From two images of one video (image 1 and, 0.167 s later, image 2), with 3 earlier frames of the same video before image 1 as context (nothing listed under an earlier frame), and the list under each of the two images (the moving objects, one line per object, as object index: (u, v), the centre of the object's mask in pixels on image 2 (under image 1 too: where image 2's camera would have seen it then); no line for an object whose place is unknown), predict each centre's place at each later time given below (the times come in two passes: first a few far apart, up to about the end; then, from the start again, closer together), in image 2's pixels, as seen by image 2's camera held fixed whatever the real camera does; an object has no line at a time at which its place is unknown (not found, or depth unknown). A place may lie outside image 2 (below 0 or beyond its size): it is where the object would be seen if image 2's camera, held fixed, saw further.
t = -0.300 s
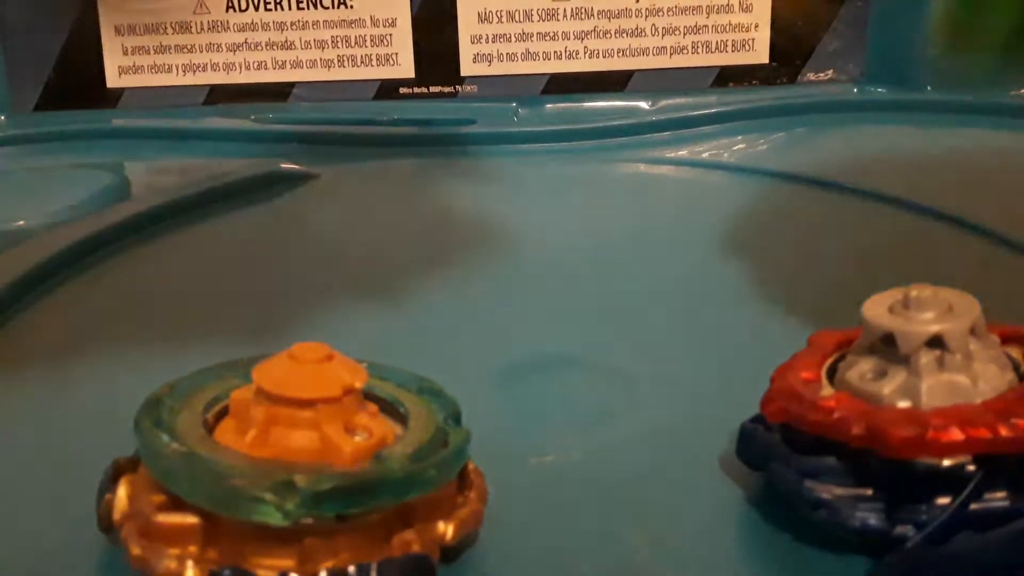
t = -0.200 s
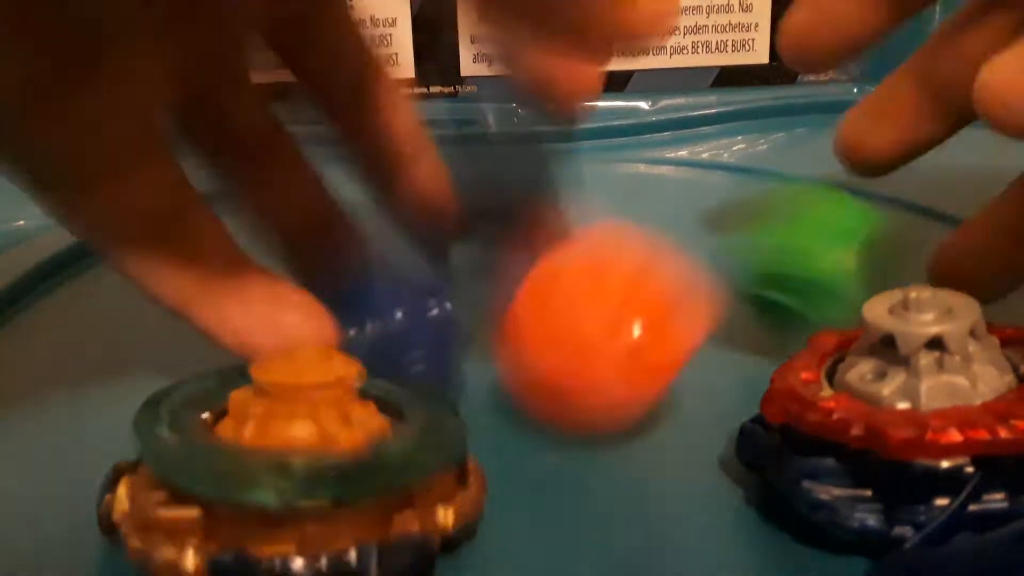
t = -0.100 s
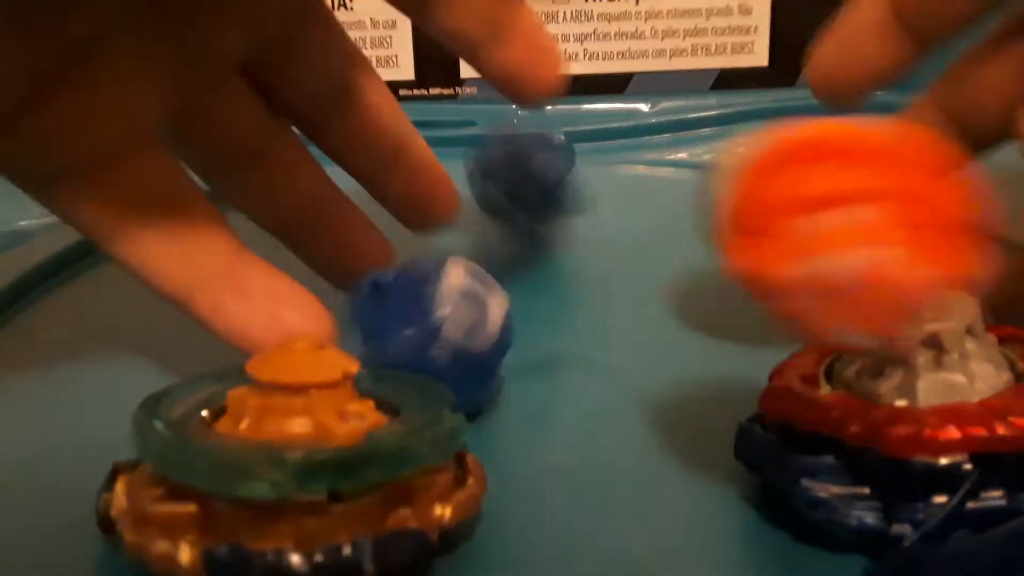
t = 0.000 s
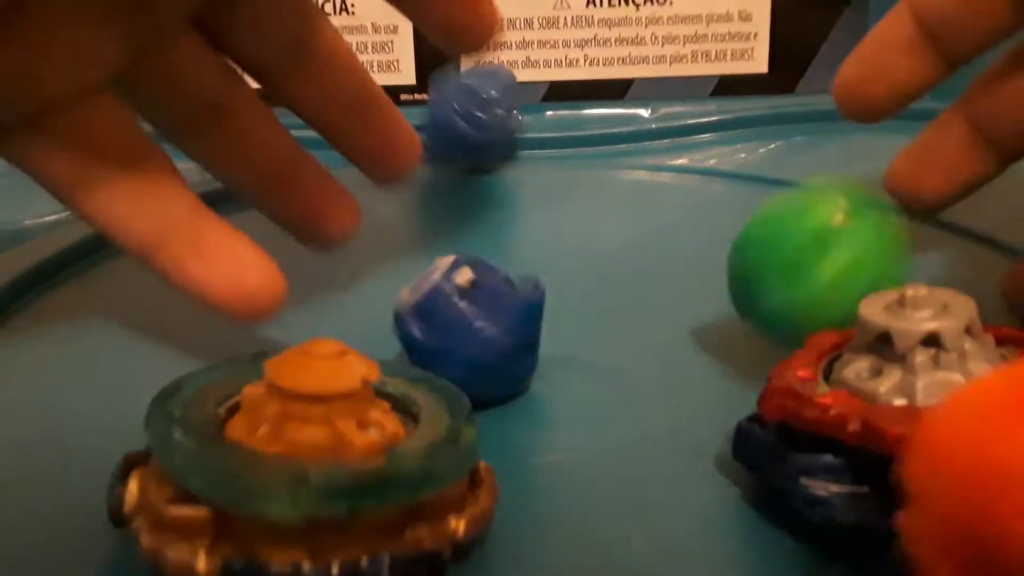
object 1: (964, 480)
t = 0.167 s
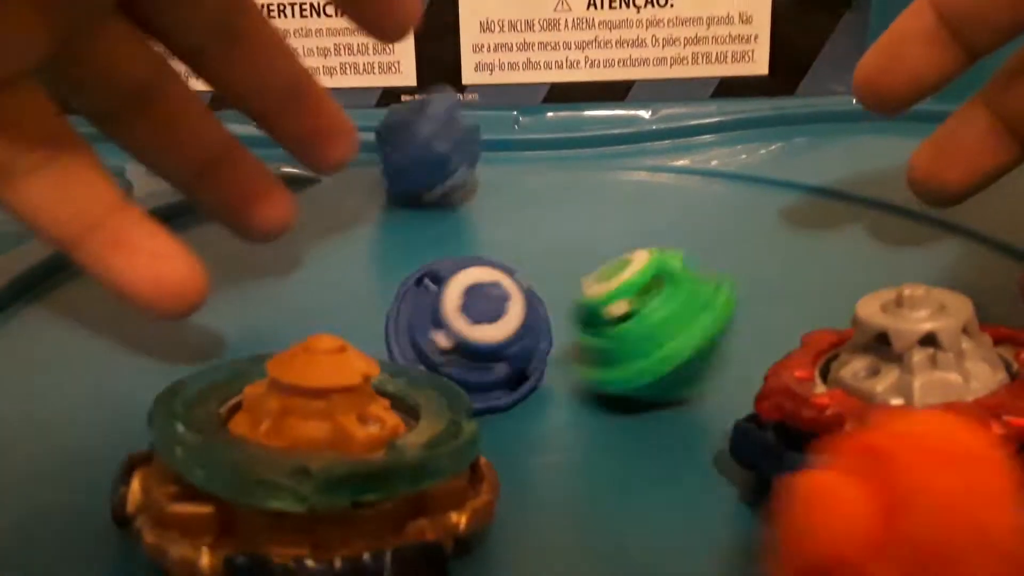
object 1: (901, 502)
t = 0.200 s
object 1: (862, 498)
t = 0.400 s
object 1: (611, 469)
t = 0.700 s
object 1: (633, 465)
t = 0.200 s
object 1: (862, 498)
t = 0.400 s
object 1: (611, 469)
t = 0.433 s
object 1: (608, 472)
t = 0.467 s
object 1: (618, 471)
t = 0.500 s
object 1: (627, 469)
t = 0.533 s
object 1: (633, 468)
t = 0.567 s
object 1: (636, 466)
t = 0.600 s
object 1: (638, 465)
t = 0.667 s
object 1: (636, 465)
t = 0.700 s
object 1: (633, 465)
